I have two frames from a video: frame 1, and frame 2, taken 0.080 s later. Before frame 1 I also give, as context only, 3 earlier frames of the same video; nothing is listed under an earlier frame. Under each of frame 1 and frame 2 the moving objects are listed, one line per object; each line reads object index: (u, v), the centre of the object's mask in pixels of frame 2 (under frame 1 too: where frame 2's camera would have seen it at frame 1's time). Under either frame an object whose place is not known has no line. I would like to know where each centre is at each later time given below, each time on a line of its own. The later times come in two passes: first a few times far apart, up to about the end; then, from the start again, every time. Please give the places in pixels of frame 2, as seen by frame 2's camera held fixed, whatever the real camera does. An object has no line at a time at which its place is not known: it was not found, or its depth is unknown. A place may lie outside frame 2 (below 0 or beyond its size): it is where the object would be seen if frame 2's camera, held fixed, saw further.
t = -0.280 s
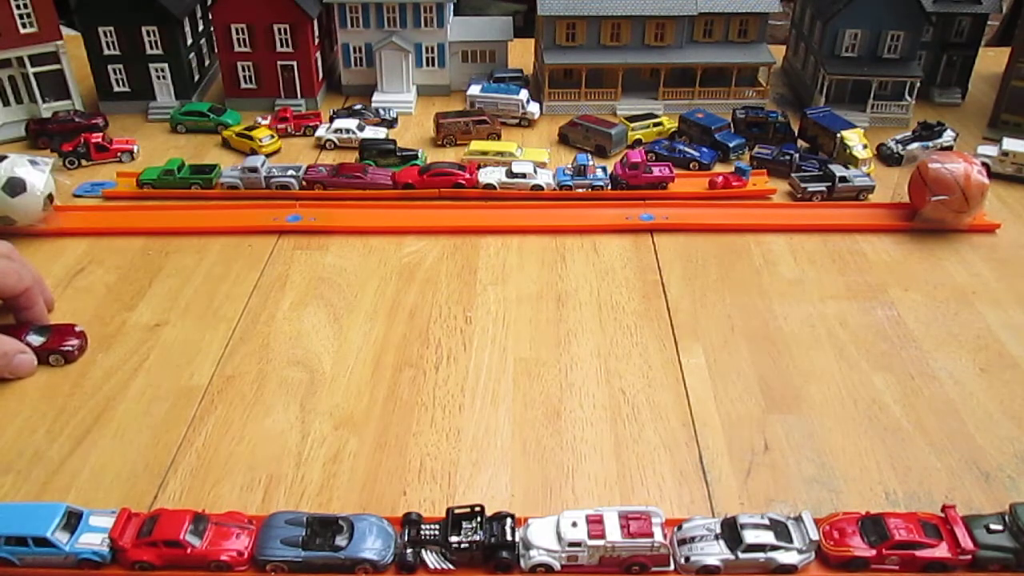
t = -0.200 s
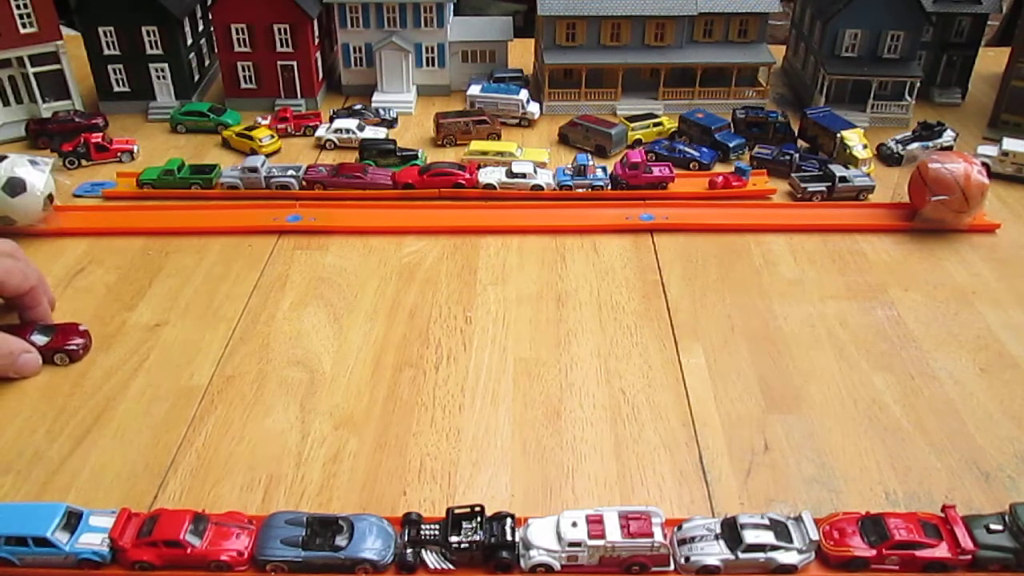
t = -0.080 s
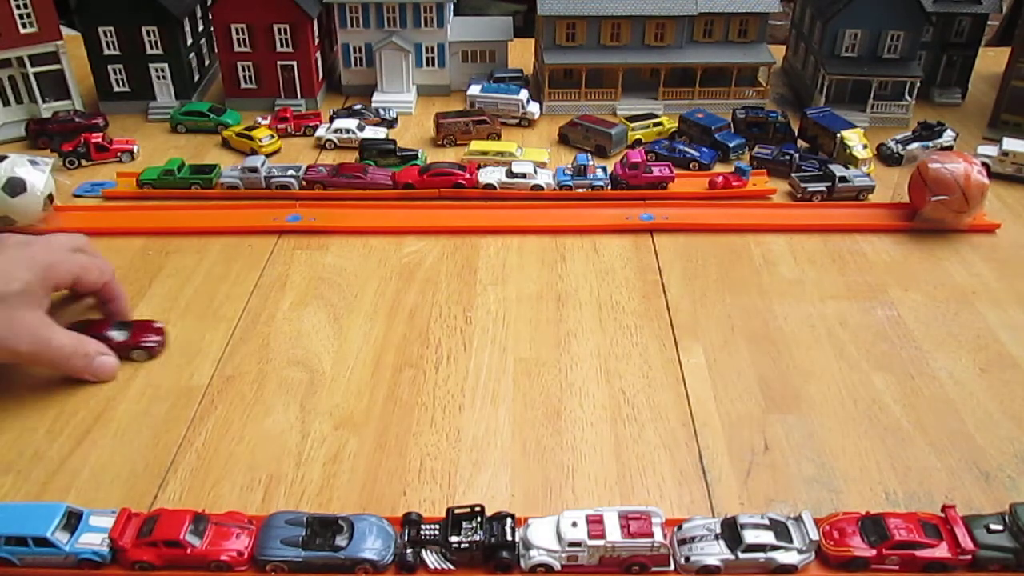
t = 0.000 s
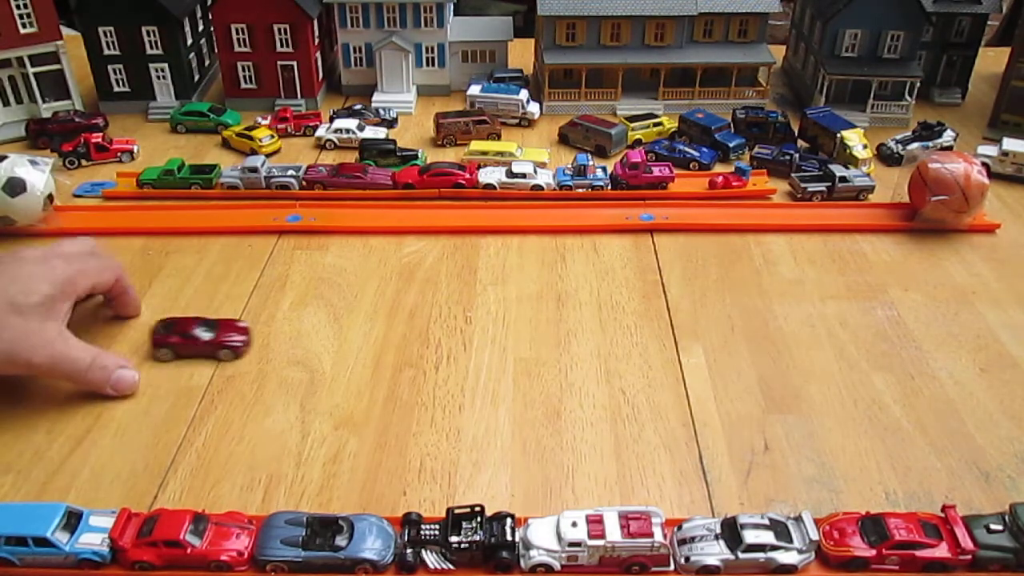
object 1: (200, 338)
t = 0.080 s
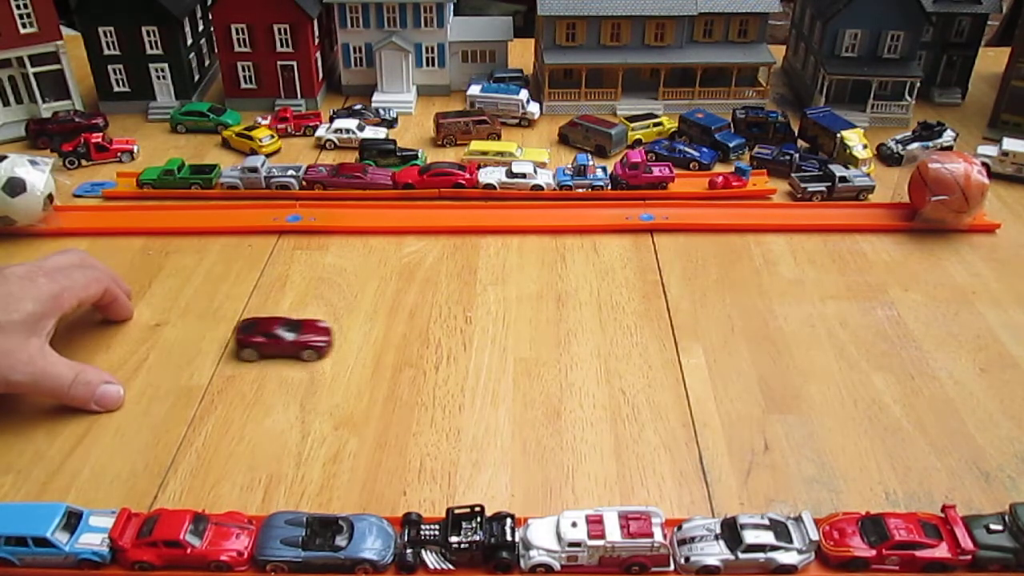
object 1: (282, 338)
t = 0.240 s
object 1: (441, 340)
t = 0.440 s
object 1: (626, 345)
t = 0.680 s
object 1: (816, 352)
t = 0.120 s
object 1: (323, 339)
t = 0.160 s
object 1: (363, 339)
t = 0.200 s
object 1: (402, 340)
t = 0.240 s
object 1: (441, 340)
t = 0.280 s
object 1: (479, 341)
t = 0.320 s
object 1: (517, 342)
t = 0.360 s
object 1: (554, 343)
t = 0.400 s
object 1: (590, 344)
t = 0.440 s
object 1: (626, 345)
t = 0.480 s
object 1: (661, 345)
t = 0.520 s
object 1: (693, 347)
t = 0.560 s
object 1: (726, 348)
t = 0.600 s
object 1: (756, 349)
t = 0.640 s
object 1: (786, 351)
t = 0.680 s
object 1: (816, 352)
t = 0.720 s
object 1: (845, 353)
